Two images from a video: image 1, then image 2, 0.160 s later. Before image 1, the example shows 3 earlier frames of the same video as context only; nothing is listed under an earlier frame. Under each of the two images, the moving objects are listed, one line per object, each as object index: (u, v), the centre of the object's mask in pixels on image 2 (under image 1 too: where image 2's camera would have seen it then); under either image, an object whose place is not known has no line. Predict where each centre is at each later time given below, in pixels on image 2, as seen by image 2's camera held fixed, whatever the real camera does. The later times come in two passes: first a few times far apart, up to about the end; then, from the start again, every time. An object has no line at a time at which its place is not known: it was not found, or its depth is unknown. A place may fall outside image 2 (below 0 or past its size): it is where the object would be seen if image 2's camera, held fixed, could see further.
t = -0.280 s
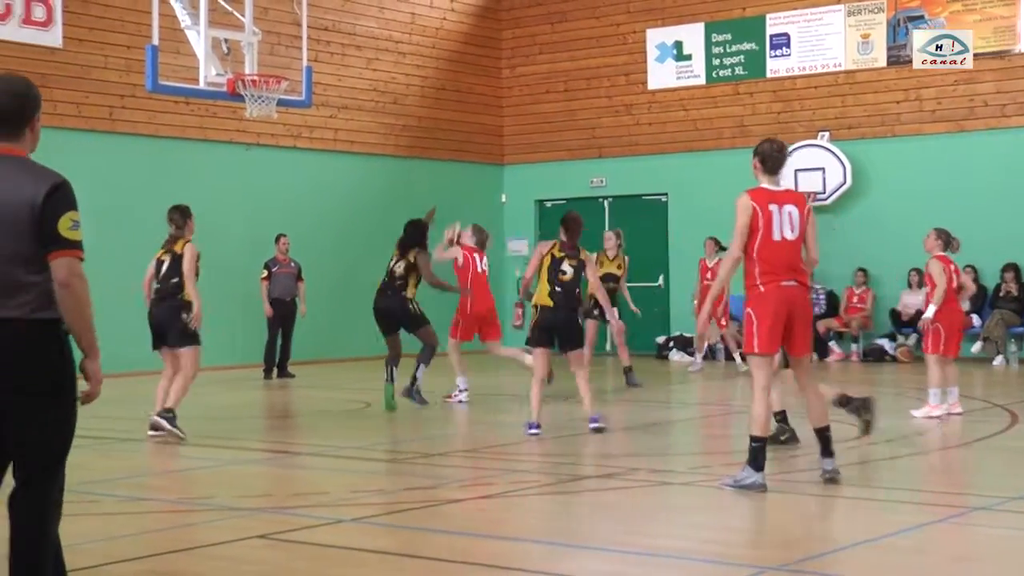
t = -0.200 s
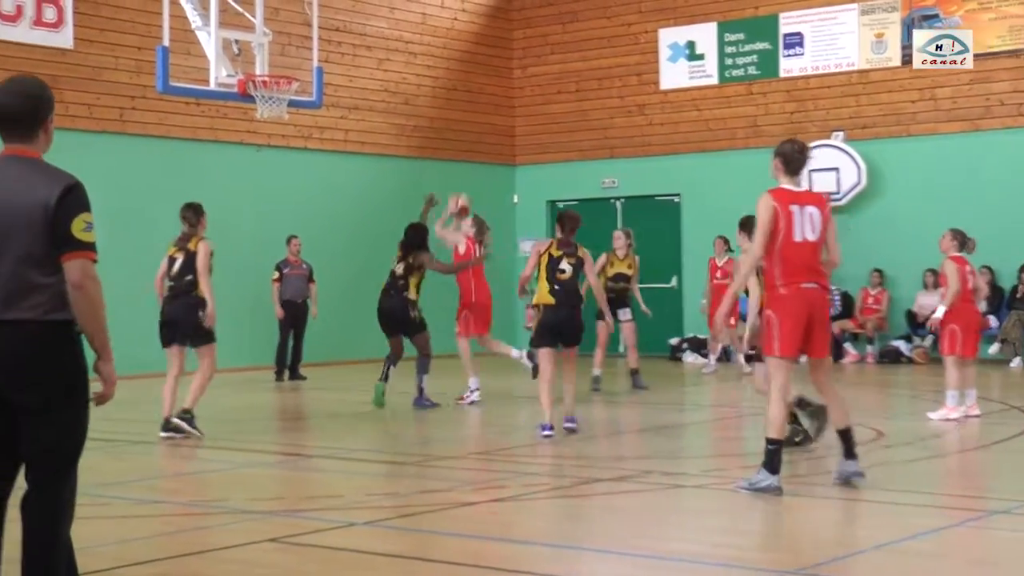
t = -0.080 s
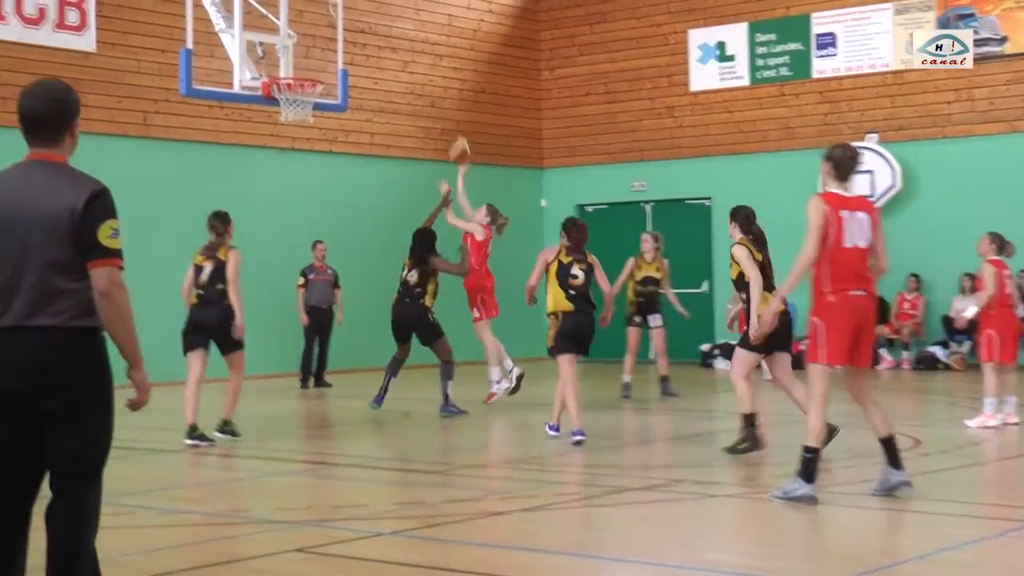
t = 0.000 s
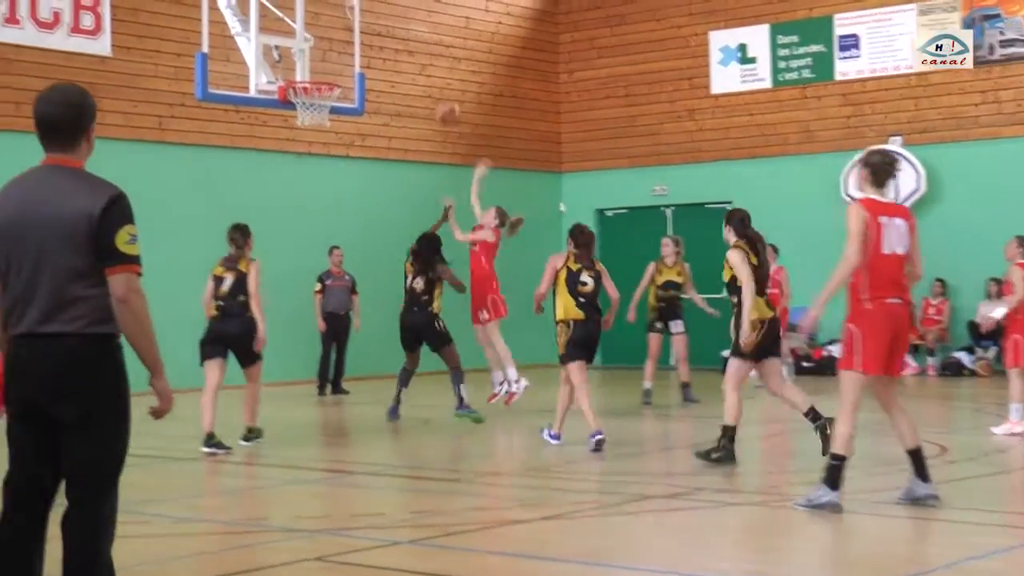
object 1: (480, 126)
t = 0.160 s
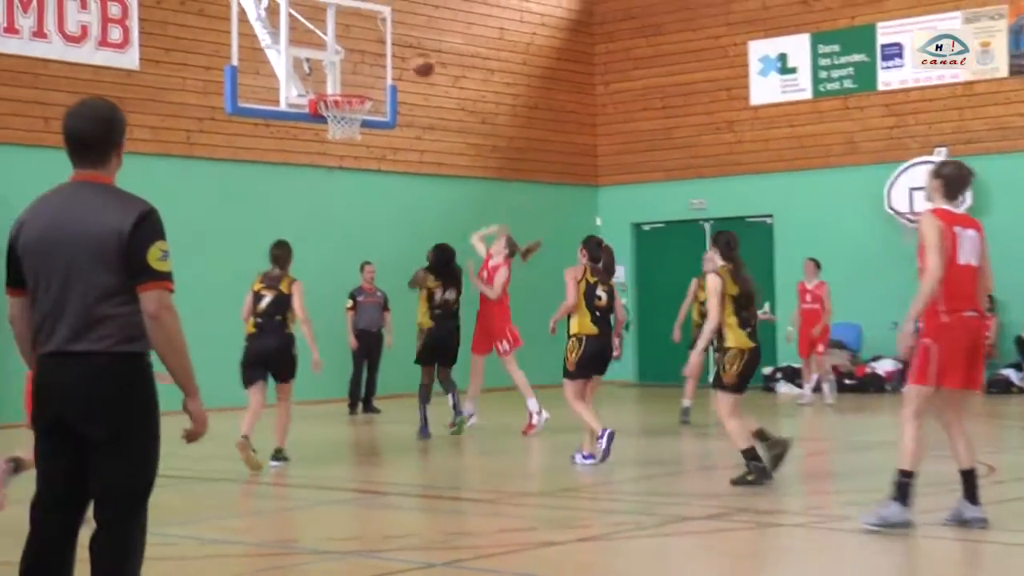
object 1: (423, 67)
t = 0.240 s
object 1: (401, 47)
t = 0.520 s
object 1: (424, 44)
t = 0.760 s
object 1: (451, 118)
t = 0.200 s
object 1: (408, 55)
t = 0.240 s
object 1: (401, 47)
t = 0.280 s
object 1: (403, 42)
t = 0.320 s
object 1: (406, 38)
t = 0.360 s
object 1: (411, 35)
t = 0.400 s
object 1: (413, 34)
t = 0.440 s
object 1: (417, 36)
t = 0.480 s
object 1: (421, 40)
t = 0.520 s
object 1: (424, 44)
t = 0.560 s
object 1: (428, 51)
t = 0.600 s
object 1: (432, 61)
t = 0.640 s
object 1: (436, 72)
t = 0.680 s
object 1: (441, 85)
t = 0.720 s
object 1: (446, 101)
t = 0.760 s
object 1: (451, 118)
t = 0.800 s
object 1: (455, 136)
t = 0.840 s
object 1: (460, 160)
